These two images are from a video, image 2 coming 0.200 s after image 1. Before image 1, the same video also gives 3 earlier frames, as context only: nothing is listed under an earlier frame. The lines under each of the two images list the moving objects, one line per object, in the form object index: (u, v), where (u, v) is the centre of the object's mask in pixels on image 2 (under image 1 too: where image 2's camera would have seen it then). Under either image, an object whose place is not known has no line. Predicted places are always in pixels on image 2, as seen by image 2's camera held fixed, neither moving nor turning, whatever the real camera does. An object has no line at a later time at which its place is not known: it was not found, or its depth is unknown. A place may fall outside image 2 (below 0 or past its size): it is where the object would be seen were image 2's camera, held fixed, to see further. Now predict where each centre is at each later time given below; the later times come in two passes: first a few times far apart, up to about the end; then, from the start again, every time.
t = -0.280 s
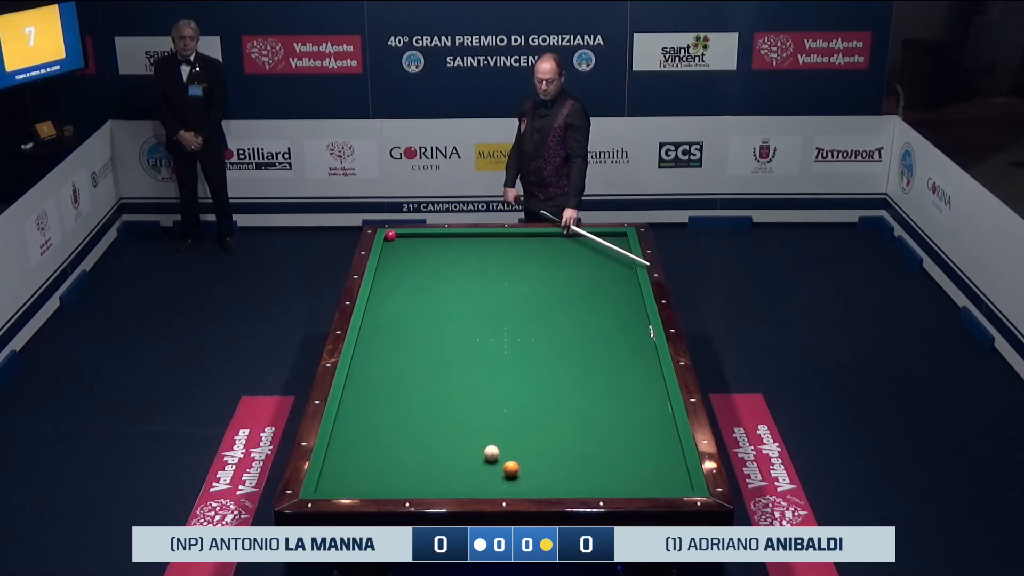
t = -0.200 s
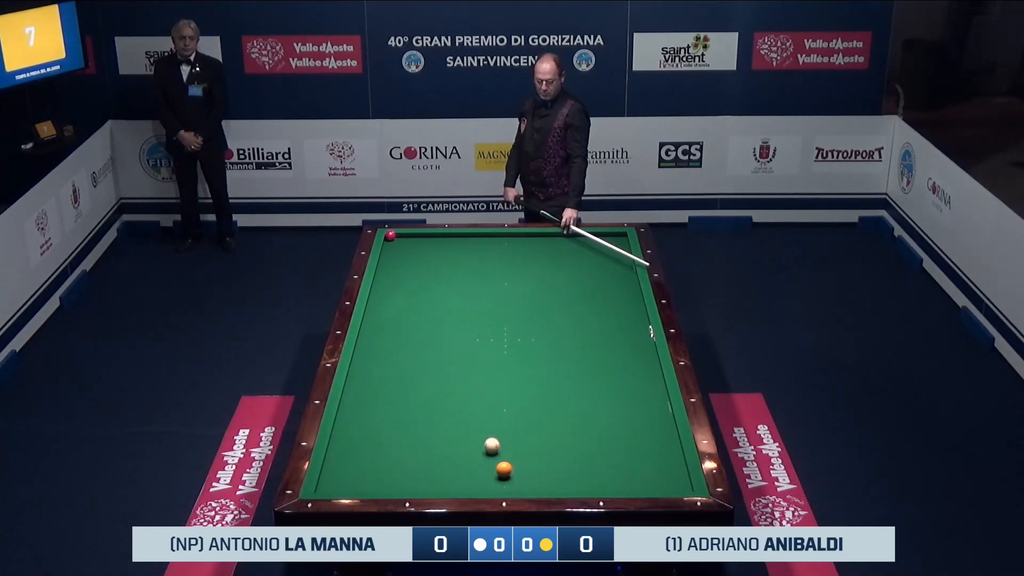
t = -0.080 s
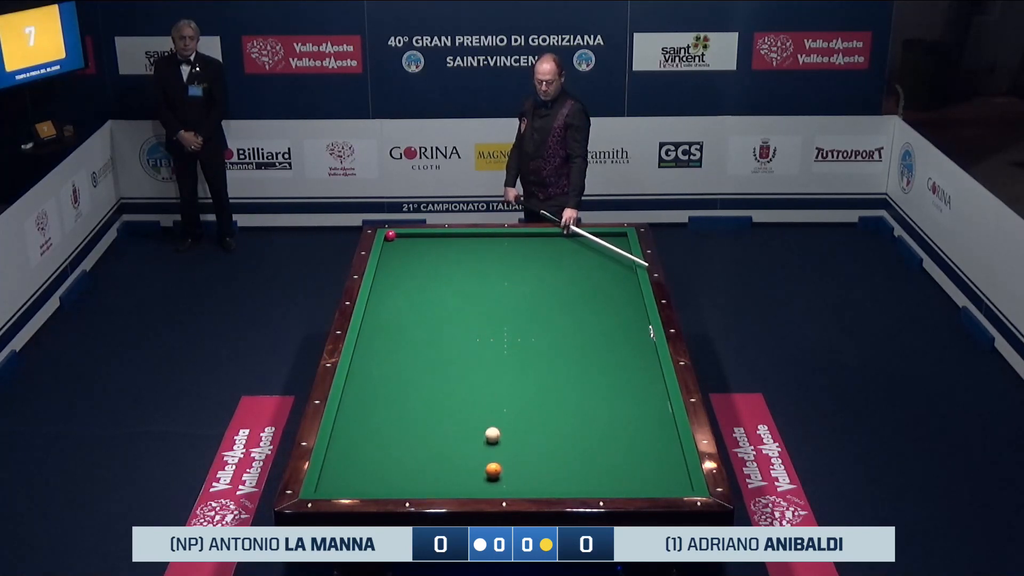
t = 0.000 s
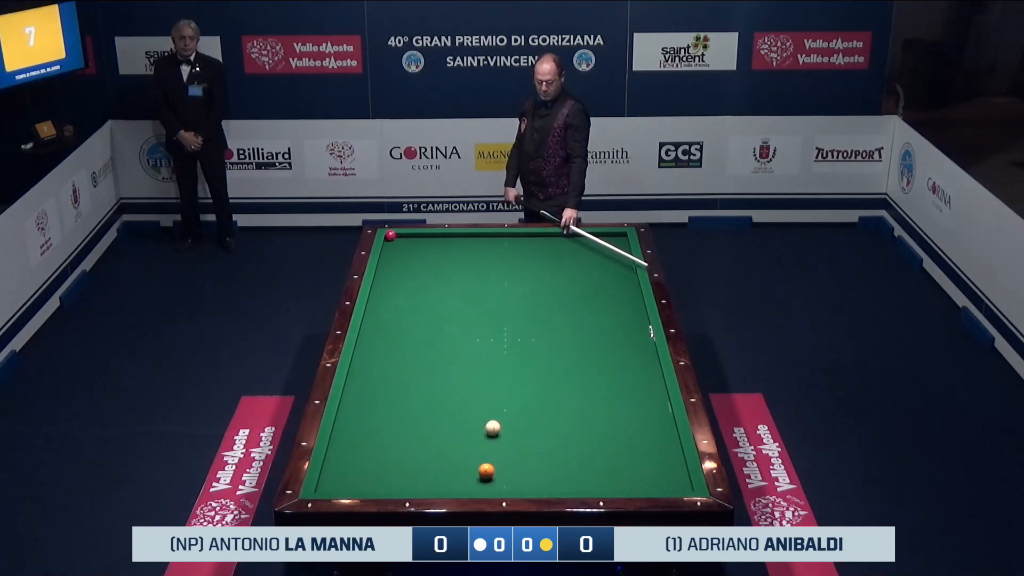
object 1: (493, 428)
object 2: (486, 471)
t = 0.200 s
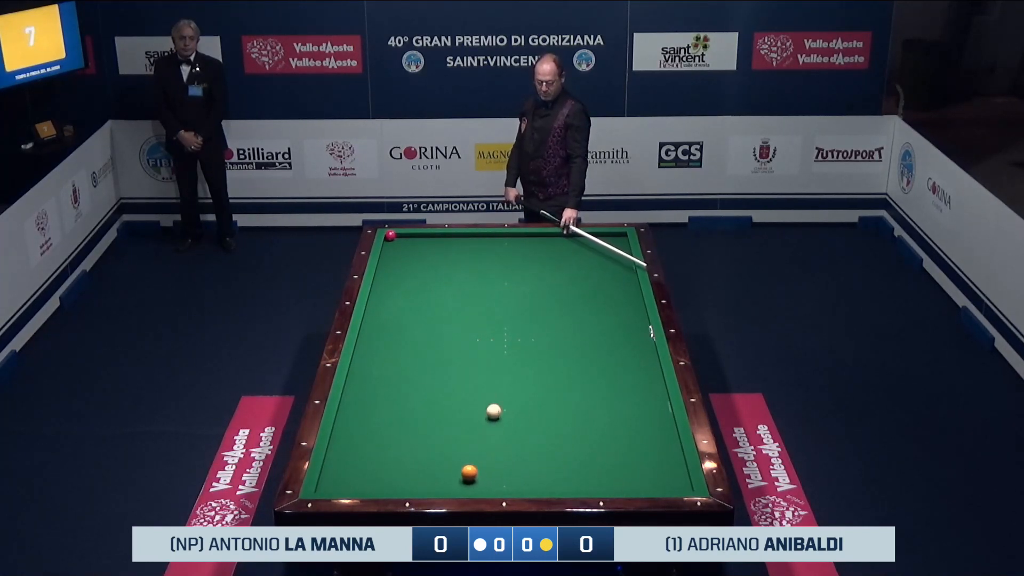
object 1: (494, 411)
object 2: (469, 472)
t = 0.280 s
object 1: (494, 405)
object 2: (462, 473)
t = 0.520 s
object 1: (495, 387)
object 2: (442, 475)
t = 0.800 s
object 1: (496, 367)
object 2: (420, 478)
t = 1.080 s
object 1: (497, 349)
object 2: (398, 480)
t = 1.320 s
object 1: (497, 335)
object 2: (380, 481)
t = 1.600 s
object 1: (497, 320)
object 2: (359, 483)
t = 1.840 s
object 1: (497, 308)
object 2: (342, 485)
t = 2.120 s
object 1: (496, 294)
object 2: (325, 486)
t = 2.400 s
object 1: (496, 282)
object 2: (334, 486)
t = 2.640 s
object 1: (496, 272)
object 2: (342, 487)
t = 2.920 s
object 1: (495, 261)
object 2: (351, 488)
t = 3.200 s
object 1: (495, 250)
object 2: (358, 488)
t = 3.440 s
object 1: (495, 242)
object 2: (364, 488)
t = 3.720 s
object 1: (495, 236)
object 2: (369, 487)
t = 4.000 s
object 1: (495, 241)
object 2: (374, 487)
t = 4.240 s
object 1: (495, 245)
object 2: (377, 487)
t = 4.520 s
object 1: (495, 250)
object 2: (380, 487)
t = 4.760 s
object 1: (495, 255)
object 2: (383, 487)
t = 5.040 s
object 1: (496, 260)
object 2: (384, 487)
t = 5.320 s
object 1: (496, 265)
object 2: (385, 487)
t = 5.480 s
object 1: (496, 267)
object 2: (385, 487)
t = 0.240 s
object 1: (494, 408)
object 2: (466, 473)
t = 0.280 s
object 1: (494, 405)
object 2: (462, 473)
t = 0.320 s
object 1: (494, 402)
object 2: (459, 473)
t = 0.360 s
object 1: (495, 399)
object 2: (455, 474)
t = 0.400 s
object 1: (495, 396)
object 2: (452, 474)
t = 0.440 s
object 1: (495, 393)
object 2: (449, 474)
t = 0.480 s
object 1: (495, 390)
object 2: (446, 475)
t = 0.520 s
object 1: (495, 387)
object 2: (442, 475)
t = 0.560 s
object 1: (495, 384)
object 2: (439, 476)
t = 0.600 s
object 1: (495, 381)
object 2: (436, 476)
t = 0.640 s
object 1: (496, 378)
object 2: (433, 476)
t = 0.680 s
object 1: (496, 375)
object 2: (429, 477)
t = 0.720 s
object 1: (496, 373)
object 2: (426, 477)
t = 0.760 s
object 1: (496, 370)
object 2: (423, 477)
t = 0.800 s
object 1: (496, 367)
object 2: (420, 478)
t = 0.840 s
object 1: (496, 365)
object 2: (417, 478)
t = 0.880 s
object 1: (496, 362)
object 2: (413, 478)
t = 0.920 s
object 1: (496, 359)
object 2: (410, 479)
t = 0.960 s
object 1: (497, 357)
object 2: (407, 479)
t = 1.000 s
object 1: (497, 354)
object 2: (404, 479)
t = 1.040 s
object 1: (497, 352)
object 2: (401, 479)
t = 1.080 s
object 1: (497, 349)
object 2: (398, 480)
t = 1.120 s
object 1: (497, 347)
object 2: (395, 480)
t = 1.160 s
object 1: (497, 345)
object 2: (392, 480)
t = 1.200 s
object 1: (497, 342)
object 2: (389, 480)
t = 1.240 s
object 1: (497, 340)
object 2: (385, 481)
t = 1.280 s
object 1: (497, 338)
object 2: (382, 481)
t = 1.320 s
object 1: (497, 335)
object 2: (380, 481)
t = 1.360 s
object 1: (497, 333)
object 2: (376, 482)
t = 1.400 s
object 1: (497, 331)
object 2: (374, 482)
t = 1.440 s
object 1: (497, 328)
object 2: (371, 482)
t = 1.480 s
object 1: (497, 326)
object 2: (367, 483)
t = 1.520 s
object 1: (497, 324)
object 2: (365, 483)
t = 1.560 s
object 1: (497, 322)
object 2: (362, 483)
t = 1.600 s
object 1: (497, 320)
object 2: (359, 483)
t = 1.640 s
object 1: (497, 318)
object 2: (356, 483)
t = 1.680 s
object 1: (497, 316)
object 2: (353, 484)
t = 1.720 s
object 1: (497, 314)
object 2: (350, 484)
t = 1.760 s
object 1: (497, 312)
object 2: (348, 484)
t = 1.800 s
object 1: (497, 310)
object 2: (345, 484)
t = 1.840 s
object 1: (497, 308)
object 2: (342, 485)
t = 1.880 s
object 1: (497, 306)
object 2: (339, 485)
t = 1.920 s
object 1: (497, 304)
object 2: (337, 485)
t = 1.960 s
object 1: (497, 302)
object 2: (334, 485)
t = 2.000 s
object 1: (497, 300)
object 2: (331, 485)
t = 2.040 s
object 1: (497, 298)
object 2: (328, 486)
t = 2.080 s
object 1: (496, 296)
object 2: (326, 486)
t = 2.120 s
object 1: (496, 294)
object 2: (325, 486)
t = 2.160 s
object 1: (496, 293)
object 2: (326, 486)
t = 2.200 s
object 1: (496, 291)
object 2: (328, 486)
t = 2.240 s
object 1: (496, 289)
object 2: (329, 486)
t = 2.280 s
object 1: (496, 287)
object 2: (330, 486)
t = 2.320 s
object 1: (496, 285)
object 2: (332, 486)
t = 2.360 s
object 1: (496, 284)
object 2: (333, 486)
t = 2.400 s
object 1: (496, 282)
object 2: (334, 486)
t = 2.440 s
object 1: (496, 280)
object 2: (336, 486)
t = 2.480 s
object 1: (496, 278)
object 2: (337, 487)
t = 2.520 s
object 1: (496, 277)
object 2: (338, 487)
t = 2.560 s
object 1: (496, 275)
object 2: (340, 487)
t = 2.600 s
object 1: (496, 273)
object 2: (341, 487)
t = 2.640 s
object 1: (496, 272)
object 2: (342, 487)
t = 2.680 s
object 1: (496, 270)
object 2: (344, 487)
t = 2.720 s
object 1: (496, 269)
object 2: (345, 487)
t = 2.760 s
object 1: (496, 267)
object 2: (346, 487)
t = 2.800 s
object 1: (496, 265)
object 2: (347, 487)
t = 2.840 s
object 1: (496, 264)
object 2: (348, 487)
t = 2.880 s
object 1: (495, 262)
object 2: (350, 487)
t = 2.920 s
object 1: (495, 261)
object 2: (351, 488)
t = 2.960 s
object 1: (495, 259)
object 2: (352, 488)
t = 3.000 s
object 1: (495, 258)
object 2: (353, 488)
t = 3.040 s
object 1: (495, 256)
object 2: (354, 488)
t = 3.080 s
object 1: (495, 255)
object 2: (355, 488)
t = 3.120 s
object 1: (495, 253)
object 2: (356, 488)
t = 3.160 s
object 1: (495, 252)
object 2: (357, 488)
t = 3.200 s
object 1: (495, 250)
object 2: (358, 488)
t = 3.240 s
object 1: (495, 249)
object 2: (359, 488)
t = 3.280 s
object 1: (495, 248)
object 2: (360, 488)
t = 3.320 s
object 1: (495, 247)
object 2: (361, 488)
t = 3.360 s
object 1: (495, 245)
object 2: (362, 488)
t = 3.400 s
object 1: (495, 244)
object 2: (363, 488)
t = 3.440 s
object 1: (495, 242)
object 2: (364, 488)
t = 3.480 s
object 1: (495, 241)
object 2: (365, 488)
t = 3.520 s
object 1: (495, 240)
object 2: (366, 488)
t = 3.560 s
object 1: (495, 238)
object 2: (366, 488)
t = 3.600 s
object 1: (495, 237)
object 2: (367, 487)
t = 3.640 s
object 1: (495, 236)
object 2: (368, 487)
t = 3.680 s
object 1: (495, 235)
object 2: (368, 487)
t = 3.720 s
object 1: (495, 236)
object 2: (369, 487)
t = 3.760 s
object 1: (494, 236)
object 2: (370, 488)
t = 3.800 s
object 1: (495, 237)
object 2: (371, 487)
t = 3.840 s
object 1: (494, 238)
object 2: (371, 487)
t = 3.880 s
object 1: (494, 239)
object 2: (372, 487)
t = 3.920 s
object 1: (494, 239)
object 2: (373, 487)
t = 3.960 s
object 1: (495, 240)
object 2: (373, 487)
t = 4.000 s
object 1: (495, 241)
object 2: (374, 487)
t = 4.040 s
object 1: (495, 242)
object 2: (375, 487)
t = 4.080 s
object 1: (495, 242)
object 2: (375, 487)
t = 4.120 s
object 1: (495, 243)
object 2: (376, 487)
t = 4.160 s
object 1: (495, 244)
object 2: (376, 487)
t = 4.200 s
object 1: (495, 245)
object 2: (377, 487)
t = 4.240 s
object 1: (495, 245)
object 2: (377, 487)
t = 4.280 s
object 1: (495, 246)
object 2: (378, 487)
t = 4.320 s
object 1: (495, 247)
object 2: (378, 487)
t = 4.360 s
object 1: (495, 247)
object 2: (379, 487)
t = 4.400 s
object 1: (495, 248)
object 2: (379, 487)
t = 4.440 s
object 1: (495, 249)
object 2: (380, 487)
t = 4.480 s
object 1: (495, 250)
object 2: (380, 487)
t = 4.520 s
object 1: (495, 250)
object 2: (380, 487)
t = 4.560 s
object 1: (495, 251)
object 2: (381, 487)
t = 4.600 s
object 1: (495, 252)
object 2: (381, 487)
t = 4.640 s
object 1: (495, 253)
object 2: (382, 487)
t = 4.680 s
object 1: (495, 253)
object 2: (382, 487)
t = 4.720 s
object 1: (495, 254)
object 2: (382, 487)
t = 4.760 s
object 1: (495, 255)
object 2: (383, 487)
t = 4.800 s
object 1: (495, 256)
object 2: (383, 487)
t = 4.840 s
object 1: (495, 256)
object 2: (383, 487)
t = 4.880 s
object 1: (495, 257)
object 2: (384, 487)
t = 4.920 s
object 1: (496, 258)
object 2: (384, 487)
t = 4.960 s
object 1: (496, 258)
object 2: (384, 487)
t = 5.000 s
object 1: (496, 259)
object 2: (384, 487)
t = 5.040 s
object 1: (496, 260)
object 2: (384, 487)
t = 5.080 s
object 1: (496, 260)
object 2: (384, 487)
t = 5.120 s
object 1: (496, 261)
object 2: (385, 487)
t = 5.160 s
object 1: (496, 262)
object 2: (385, 487)
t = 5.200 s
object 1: (496, 263)
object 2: (385, 487)
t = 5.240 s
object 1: (496, 263)
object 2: (385, 487)
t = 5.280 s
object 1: (496, 264)
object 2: (385, 487)
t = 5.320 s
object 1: (496, 265)
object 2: (385, 487)
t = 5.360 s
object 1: (496, 265)
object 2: (385, 487)
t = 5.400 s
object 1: (496, 266)
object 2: (385, 487)
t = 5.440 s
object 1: (496, 267)
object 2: (385, 487)
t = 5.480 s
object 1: (496, 267)
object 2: (385, 487)
